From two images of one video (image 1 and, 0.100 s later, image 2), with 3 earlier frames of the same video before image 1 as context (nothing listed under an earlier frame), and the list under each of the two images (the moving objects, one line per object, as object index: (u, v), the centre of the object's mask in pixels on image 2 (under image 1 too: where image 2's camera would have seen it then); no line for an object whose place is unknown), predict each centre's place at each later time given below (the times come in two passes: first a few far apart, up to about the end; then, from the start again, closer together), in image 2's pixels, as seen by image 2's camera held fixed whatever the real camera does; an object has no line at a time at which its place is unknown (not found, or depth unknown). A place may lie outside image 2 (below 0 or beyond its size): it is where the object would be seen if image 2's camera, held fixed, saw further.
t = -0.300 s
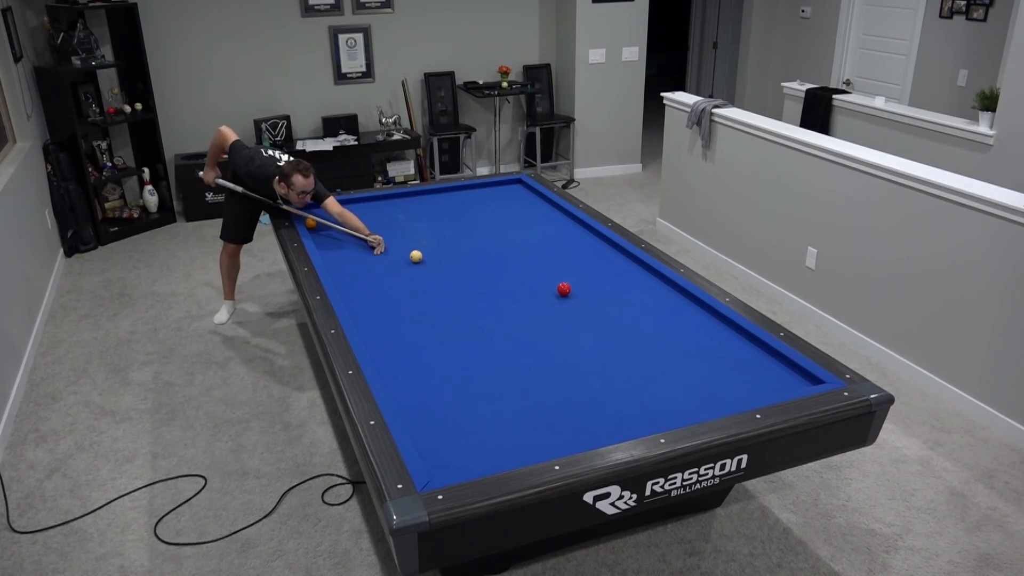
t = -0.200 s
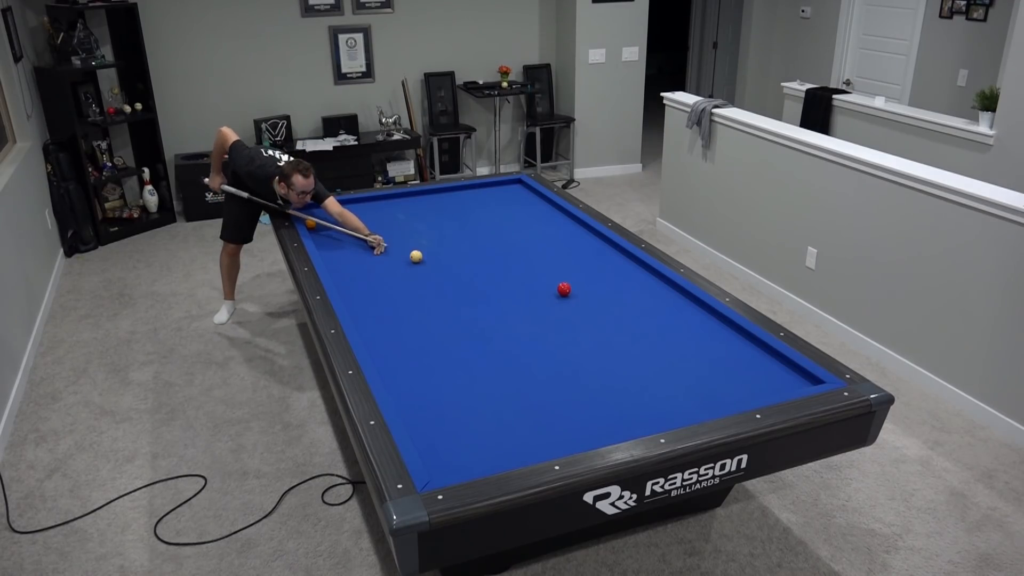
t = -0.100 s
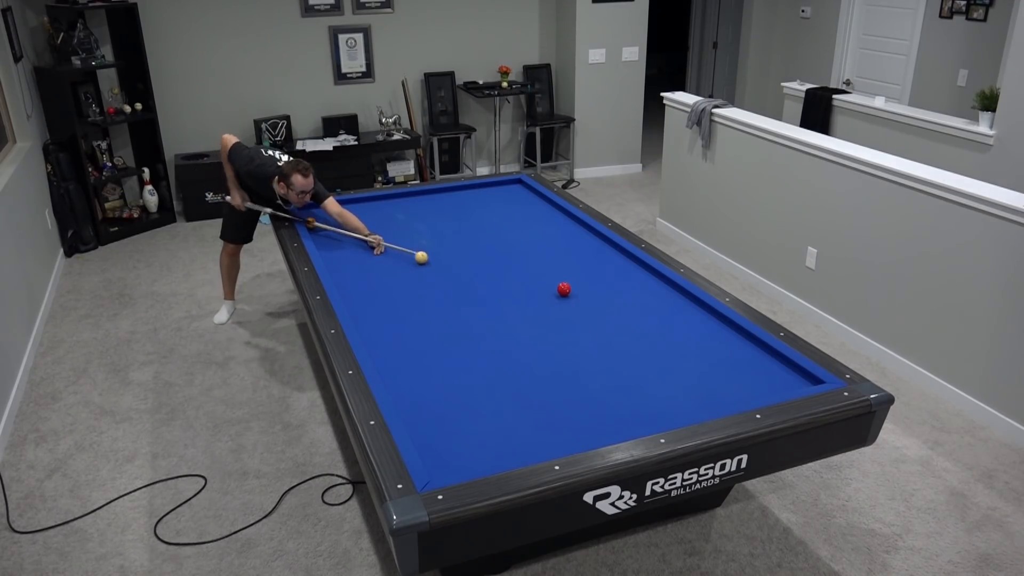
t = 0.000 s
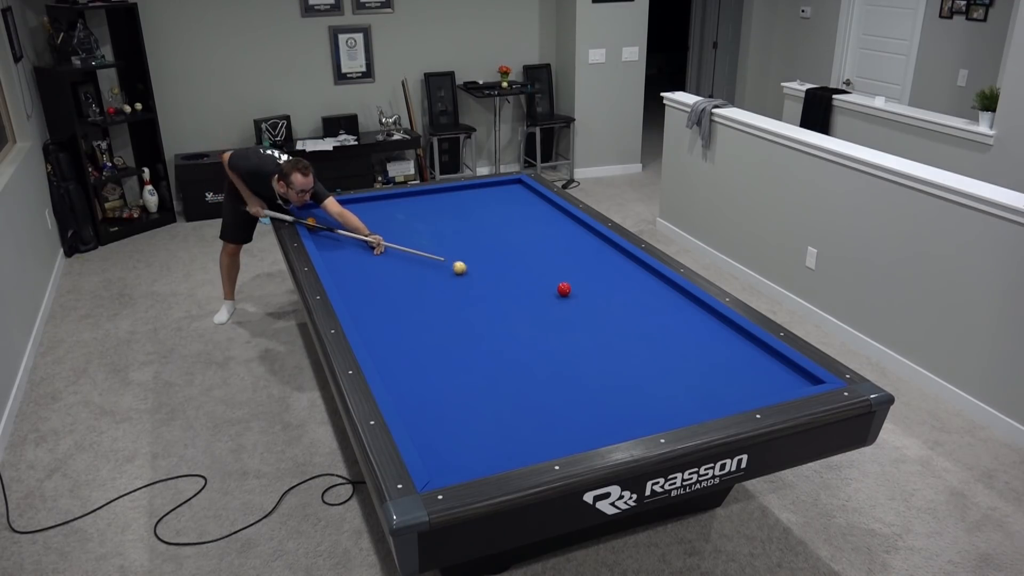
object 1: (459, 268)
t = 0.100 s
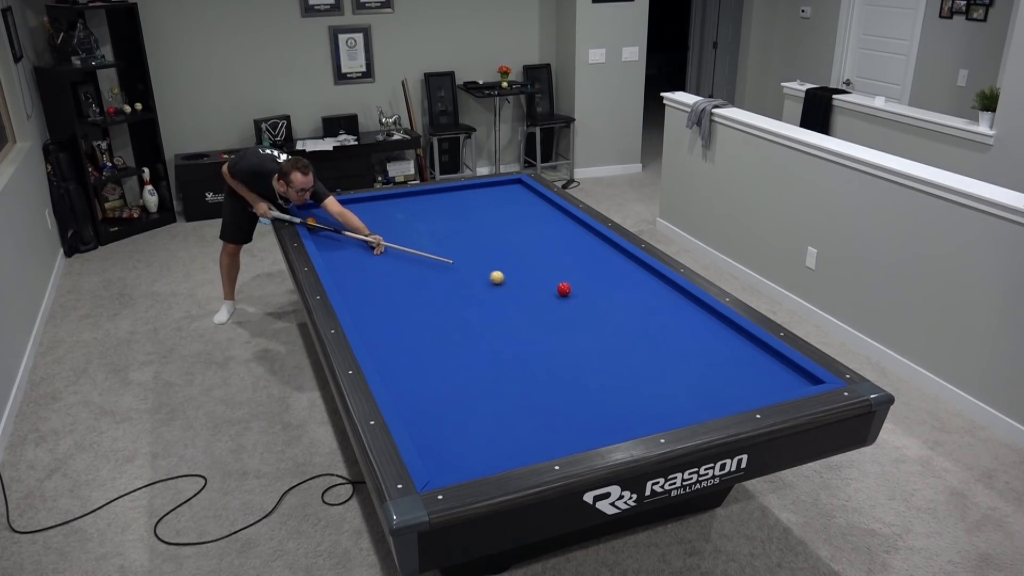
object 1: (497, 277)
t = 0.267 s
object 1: (554, 294)
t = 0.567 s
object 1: (615, 335)
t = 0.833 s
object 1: (687, 380)
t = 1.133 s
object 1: (722, 372)
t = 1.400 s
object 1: (723, 338)
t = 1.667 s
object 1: (703, 315)
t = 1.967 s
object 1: (653, 299)
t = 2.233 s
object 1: (613, 287)
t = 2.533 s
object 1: (572, 274)
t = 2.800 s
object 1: (539, 263)
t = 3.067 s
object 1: (509, 253)
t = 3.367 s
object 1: (477, 243)
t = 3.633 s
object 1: (452, 235)
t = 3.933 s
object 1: (426, 226)
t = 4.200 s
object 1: (404, 219)
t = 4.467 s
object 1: (384, 212)
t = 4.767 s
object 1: (363, 205)
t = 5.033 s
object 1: (348, 202)
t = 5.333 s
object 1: (338, 209)
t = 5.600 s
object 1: (328, 215)
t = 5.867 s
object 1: (320, 220)
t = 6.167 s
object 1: (327, 222)
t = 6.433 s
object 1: (334, 224)
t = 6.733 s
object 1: (341, 225)
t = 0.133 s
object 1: (509, 281)
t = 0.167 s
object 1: (521, 284)
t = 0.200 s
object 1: (534, 287)
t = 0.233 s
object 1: (547, 290)
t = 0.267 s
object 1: (554, 294)
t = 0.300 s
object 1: (559, 299)
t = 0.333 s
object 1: (564, 303)
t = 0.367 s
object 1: (570, 307)
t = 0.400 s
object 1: (577, 312)
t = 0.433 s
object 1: (584, 316)
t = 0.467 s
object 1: (591, 321)
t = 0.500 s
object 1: (599, 326)
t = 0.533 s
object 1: (607, 330)
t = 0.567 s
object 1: (615, 335)
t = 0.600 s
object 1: (623, 340)
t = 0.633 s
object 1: (632, 346)
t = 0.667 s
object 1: (640, 351)
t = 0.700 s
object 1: (649, 357)
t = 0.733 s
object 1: (658, 362)
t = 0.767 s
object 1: (667, 368)
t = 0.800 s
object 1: (677, 374)
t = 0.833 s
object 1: (687, 380)
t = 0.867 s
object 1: (697, 386)
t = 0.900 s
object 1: (707, 392)
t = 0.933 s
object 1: (718, 399)
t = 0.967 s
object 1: (727, 402)
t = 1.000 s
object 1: (726, 397)
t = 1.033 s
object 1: (725, 390)
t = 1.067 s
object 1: (723, 384)
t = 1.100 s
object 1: (723, 378)
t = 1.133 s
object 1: (722, 372)
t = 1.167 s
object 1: (722, 367)
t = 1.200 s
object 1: (722, 362)
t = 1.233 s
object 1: (722, 358)
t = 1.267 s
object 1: (722, 354)
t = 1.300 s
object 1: (723, 350)
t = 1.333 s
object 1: (723, 346)
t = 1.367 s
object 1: (723, 342)
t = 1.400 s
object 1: (723, 338)
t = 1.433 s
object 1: (724, 334)
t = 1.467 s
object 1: (724, 331)
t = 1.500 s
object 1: (724, 327)
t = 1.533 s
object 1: (724, 324)
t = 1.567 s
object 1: (722, 321)
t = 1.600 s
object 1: (715, 319)
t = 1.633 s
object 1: (709, 317)
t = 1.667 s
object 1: (703, 315)
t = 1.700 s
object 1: (697, 313)
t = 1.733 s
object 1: (691, 312)
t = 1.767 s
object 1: (686, 310)
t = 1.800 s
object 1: (680, 308)
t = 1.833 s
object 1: (674, 306)
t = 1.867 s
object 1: (669, 304)
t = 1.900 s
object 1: (664, 303)
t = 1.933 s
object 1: (658, 301)
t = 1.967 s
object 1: (653, 299)
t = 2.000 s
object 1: (648, 298)
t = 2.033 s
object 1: (642, 296)
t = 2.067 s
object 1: (638, 294)
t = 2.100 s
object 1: (632, 293)
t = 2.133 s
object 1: (627, 291)
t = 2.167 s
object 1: (623, 290)
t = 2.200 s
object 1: (618, 288)
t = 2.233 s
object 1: (613, 287)
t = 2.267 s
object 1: (608, 285)
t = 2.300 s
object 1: (603, 283)
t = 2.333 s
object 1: (599, 282)
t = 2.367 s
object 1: (594, 281)
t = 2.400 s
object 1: (590, 279)
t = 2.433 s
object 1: (585, 278)
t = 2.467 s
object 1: (581, 276)
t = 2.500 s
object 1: (576, 275)
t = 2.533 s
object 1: (572, 274)
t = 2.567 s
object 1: (568, 272)
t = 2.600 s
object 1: (564, 271)
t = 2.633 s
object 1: (559, 269)
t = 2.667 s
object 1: (555, 268)
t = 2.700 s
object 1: (551, 267)
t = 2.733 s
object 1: (547, 266)
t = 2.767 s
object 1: (543, 264)
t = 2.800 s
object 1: (539, 263)
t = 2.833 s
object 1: (535, 262)
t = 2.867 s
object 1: (531, 260)
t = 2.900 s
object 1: (527, 259)
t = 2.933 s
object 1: (523, 258)
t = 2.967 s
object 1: (520, 257)
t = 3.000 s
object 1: (516, 256)
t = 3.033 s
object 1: (512, 254)
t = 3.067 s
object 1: (509, 253)
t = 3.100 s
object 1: (505, 252)
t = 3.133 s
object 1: (501, 251)
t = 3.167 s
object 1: (498, 250)
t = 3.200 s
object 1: (494, 249)
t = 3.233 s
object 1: (491, 247)
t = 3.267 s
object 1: (487, 246)
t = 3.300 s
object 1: (484, 245)
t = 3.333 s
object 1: (481, 244)
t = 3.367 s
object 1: (477, 243)
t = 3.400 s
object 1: (474, 242)
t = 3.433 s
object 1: (471, 241)
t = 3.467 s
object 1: (468, 240)
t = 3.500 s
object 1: (464, 239)
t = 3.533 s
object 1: (461, 238)
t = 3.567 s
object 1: (458, 237)
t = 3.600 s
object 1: (455, 236)
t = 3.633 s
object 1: (452, 235)
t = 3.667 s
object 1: (449, 234)
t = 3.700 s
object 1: (446, 233)
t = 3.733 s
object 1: (443, 232)
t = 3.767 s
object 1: (440, 230)
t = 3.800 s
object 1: (437, 230)
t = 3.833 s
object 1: (434, 229)
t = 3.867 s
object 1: (431, 228)
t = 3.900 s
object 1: (428, 227)
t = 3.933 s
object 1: (426, 226)
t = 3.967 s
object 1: (423, 225)
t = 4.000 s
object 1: (420, 224)
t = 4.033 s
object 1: (417, 223)
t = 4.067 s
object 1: (415, 222)
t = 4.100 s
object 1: (412, 221)
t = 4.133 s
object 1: (409, 220)
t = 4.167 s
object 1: (407, 220)
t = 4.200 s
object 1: (404, 219)
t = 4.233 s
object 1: (401, 218)
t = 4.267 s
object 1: (399, 217)
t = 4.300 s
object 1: (397, 216)
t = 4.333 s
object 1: (394, 215)
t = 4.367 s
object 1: (391, 215)
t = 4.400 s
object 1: (389, 214)
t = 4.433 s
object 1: (387, 213)
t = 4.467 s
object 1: (384, 212)
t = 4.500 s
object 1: (382, 211)
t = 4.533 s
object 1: (379, 210)
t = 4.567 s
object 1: (377, 210)
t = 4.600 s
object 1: (375, 209)
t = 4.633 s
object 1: (372, 208)
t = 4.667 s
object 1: (370, 207)
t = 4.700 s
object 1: (368, 207)
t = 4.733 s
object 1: (365, 206)
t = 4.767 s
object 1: (363, 205)
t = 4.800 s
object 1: (361, 204)
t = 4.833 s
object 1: (359, 203)
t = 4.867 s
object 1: (357, 203)
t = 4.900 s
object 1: (354, 202)
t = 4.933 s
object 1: (352, 201)
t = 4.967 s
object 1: (350, 201)
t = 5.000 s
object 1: (349, 201)
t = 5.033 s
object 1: (348, 202)
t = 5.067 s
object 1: (347, 203)
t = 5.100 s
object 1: (346, 204)
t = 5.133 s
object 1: (344, 204)
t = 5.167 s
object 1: (343, 205)
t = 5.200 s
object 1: (342, 206)
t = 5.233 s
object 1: (341, 207)
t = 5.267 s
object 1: (340, 207)
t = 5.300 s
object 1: (339, 208)
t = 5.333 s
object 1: (338, 209)
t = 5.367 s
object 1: (336, 210)
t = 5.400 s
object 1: (335, 210)
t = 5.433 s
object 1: (334, 211)
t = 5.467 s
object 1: (333, 212)
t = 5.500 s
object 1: (332, 213)
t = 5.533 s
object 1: (331, 213)
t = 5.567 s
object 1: (329, 214)
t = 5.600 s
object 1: (328, 215)
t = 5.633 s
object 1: (327, 216)
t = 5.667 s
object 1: (326, 216)
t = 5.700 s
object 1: (325, 217)
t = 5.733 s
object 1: (324, 218)
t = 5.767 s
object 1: (323, 219)
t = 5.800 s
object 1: (321, 219)
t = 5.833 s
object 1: (321, 220)
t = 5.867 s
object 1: (320, 220)
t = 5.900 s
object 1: (320, 221)
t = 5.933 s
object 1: (320, 221)
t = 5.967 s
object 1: (321, 221)
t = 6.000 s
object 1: (322, 221)
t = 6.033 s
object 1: (323, 222)
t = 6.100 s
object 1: (325, 222)
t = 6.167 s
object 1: (327, 222)
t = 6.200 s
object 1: (328, 223)
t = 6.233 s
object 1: (329, 223)
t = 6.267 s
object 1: (329, 223)
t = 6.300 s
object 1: (330, 223)
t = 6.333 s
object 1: (331, 223)
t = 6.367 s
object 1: (332, 223)
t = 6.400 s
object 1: (333, 224)
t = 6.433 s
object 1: (334, 224)
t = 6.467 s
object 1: (335, 224)
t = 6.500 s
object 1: (335, 224)
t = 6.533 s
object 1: (336, 224)
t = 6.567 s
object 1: (337, 224)
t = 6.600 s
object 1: (338, 224)
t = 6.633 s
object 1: (339, 225)
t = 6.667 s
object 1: (339, 225)
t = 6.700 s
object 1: (340, 225)
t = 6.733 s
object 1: (341, 225)
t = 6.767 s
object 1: (342, 225)
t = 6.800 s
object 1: (343, 226)
